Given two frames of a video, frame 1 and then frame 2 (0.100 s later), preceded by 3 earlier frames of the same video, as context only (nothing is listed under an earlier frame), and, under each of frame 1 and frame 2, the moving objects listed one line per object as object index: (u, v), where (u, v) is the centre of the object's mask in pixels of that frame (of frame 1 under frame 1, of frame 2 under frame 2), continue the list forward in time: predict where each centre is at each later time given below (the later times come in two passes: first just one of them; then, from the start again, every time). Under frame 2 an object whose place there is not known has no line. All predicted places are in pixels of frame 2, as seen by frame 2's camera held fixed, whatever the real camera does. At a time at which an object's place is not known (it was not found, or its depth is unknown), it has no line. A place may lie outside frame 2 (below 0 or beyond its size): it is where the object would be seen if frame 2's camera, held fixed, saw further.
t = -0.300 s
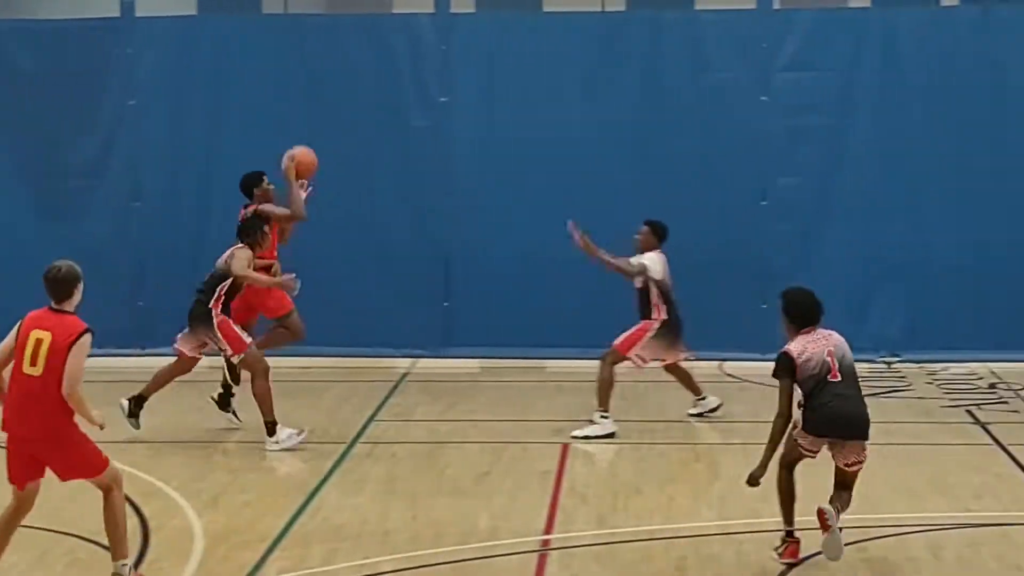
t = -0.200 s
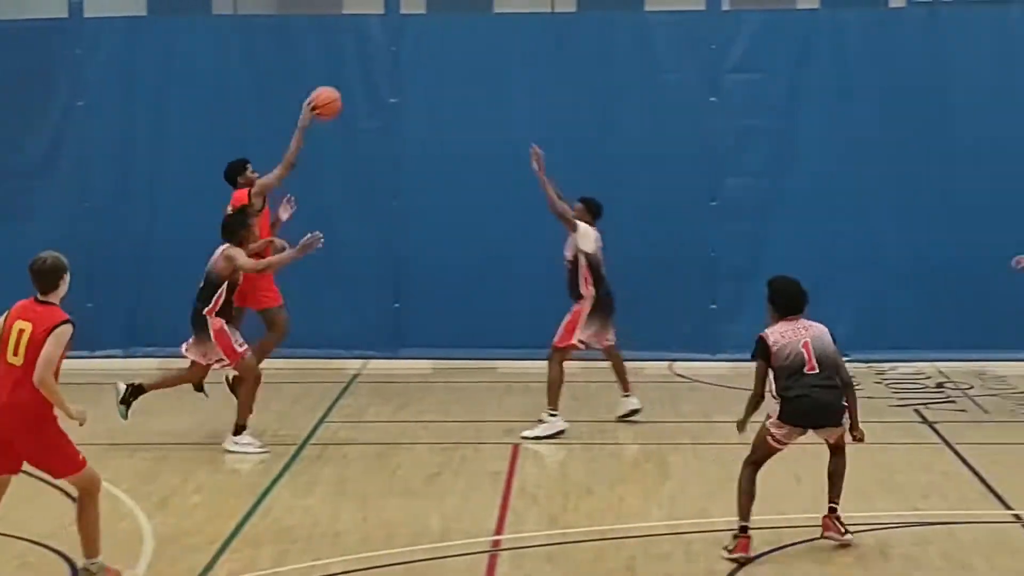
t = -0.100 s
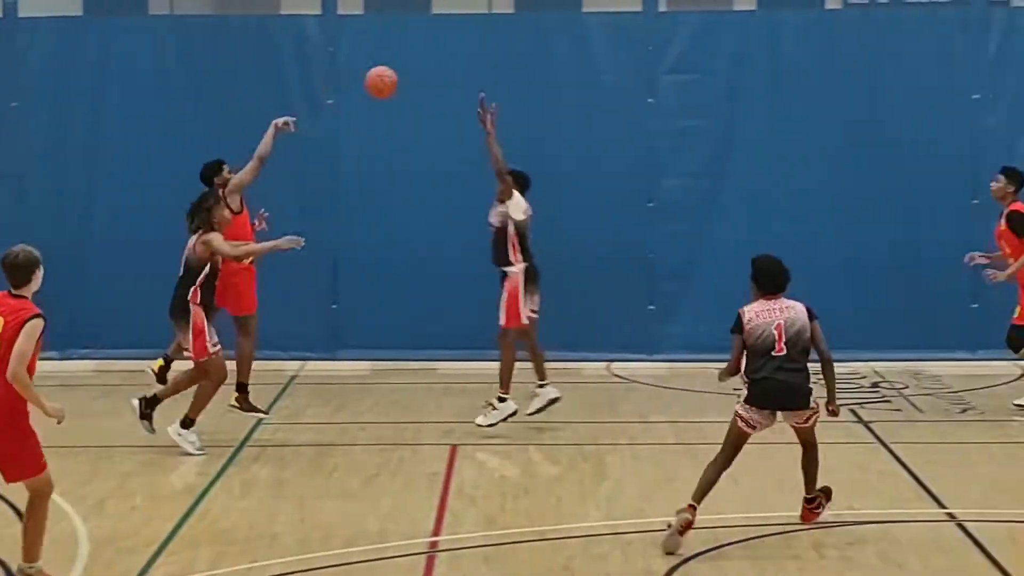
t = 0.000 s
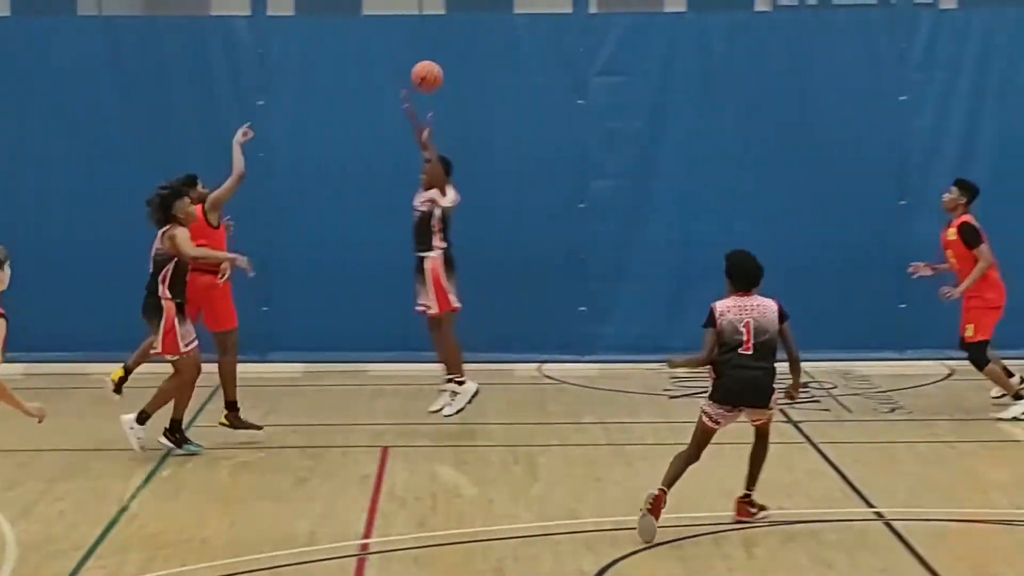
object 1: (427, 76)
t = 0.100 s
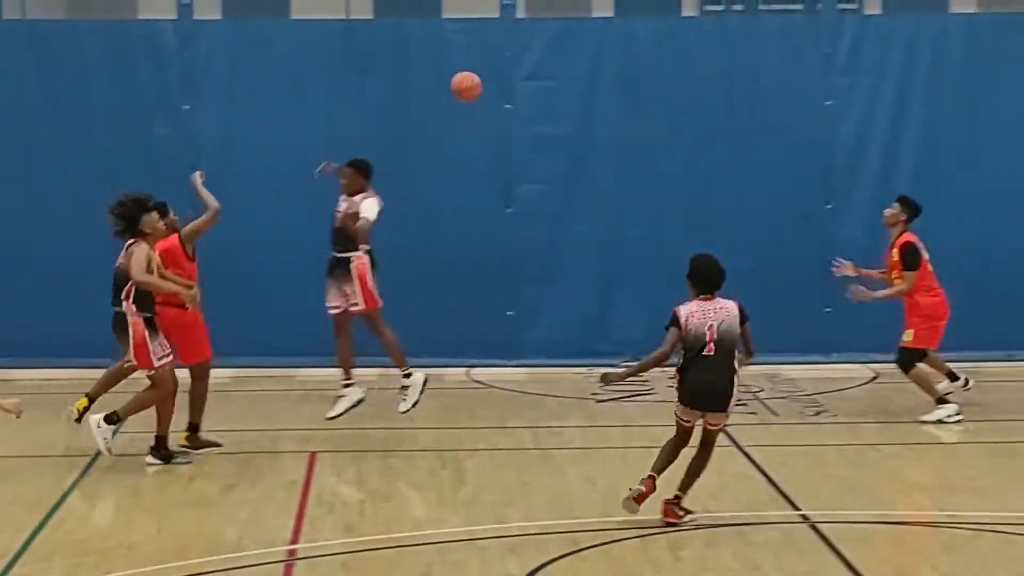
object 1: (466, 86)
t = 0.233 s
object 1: (603, 113)
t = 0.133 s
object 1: (501, 92)
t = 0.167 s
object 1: (536, 97)
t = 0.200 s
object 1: (570, 105)
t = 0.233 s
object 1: (603, 113)
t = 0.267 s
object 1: (638, 121)
